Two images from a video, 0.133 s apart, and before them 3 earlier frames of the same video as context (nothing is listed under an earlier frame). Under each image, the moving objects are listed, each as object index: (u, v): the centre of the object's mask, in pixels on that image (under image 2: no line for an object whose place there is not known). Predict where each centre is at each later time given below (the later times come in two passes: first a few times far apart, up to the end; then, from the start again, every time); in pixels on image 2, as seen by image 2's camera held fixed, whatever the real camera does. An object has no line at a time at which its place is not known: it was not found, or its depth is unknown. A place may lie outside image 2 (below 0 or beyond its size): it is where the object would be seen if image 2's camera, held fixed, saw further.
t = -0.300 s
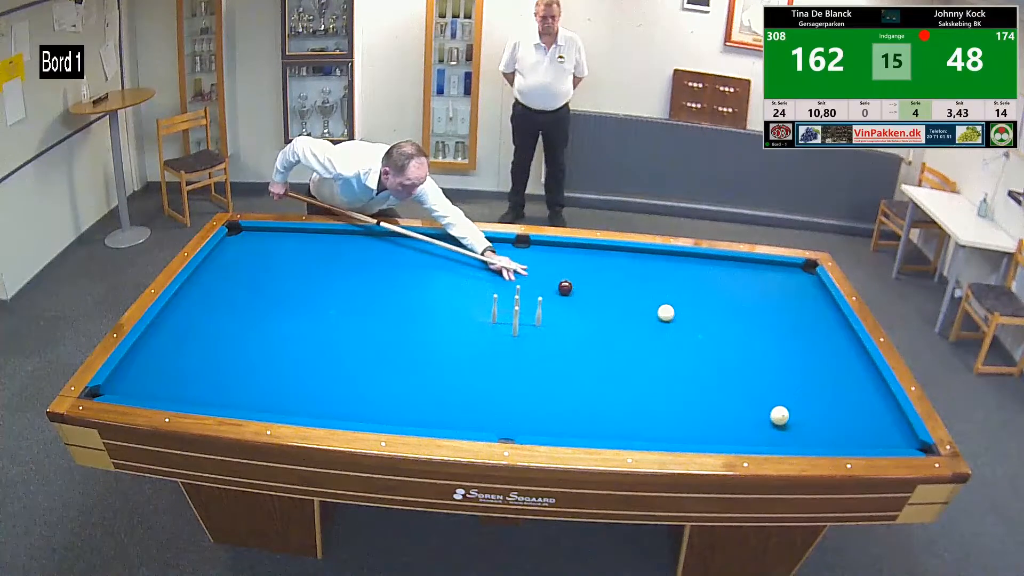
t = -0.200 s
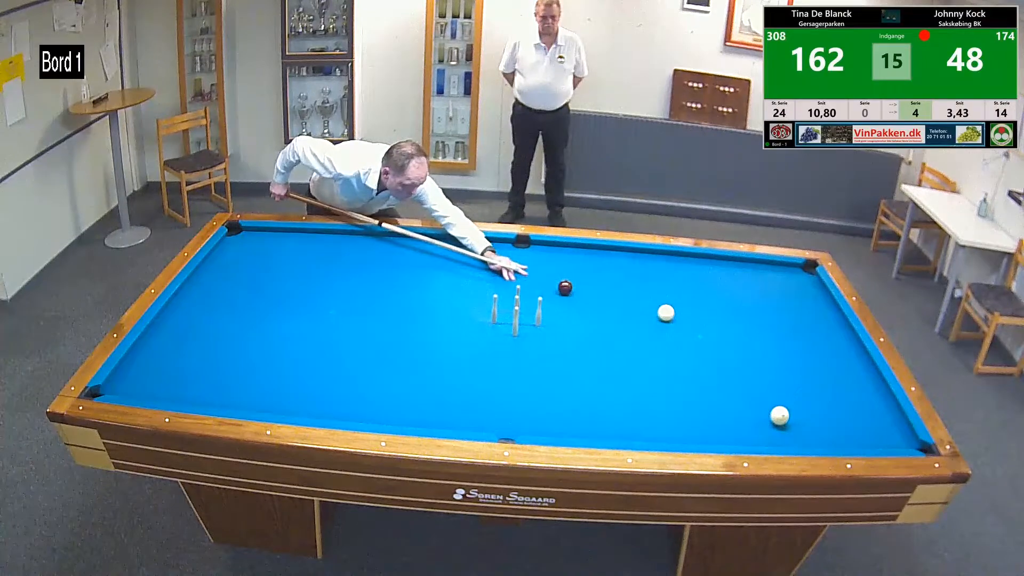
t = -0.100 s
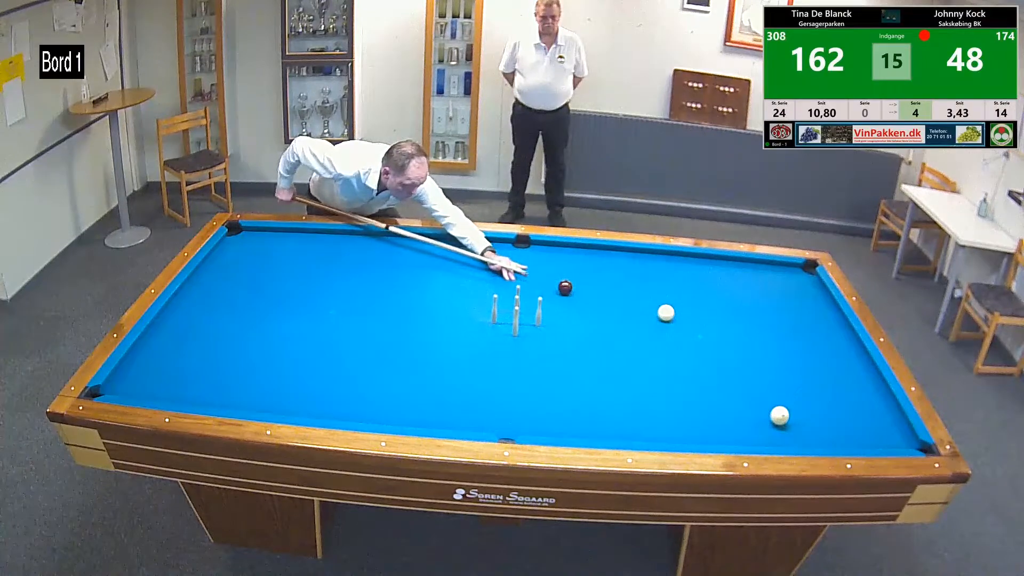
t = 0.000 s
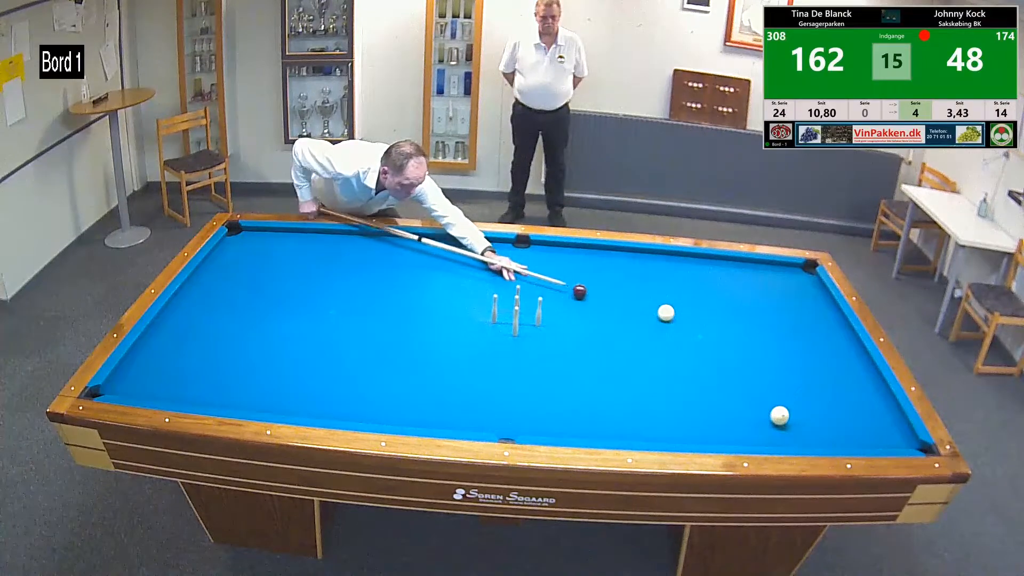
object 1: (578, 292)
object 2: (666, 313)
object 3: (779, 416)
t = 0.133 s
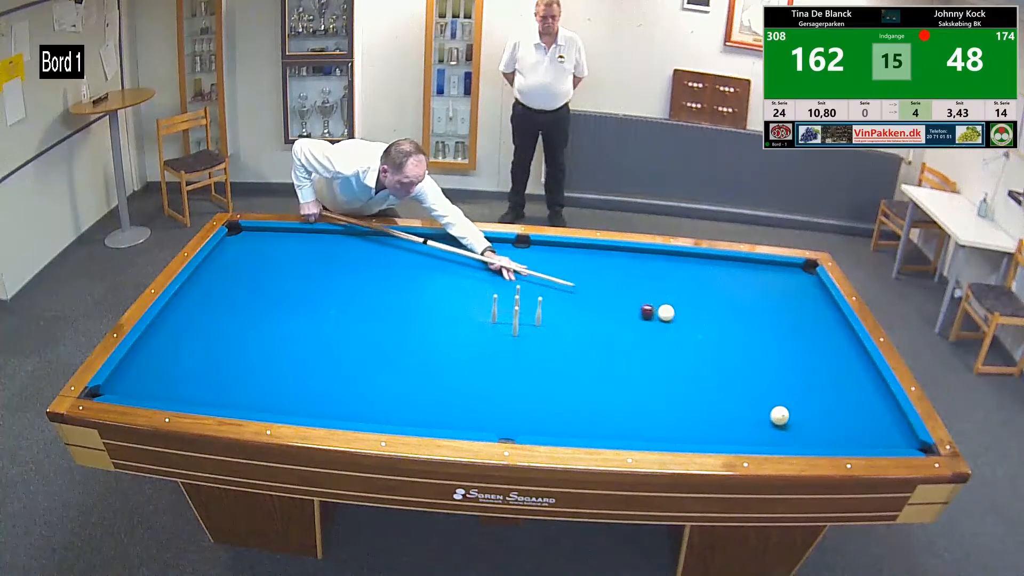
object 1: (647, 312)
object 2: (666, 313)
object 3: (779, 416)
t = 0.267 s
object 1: (658, 327)
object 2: (715, 318)
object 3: (779, 416)
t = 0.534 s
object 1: (698, 360)
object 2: (792, 325)
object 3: (780, 416)
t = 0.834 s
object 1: (749, 400)
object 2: (838, 331)
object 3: (779, 416)
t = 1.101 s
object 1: (765, 425)
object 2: (799, 330)
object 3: (809, 429)
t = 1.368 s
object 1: (770, 441)
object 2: (760, 330)
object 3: (844, 442)
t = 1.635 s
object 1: (766, 435)
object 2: (720, 330)
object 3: (858, 437)
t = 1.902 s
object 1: (762, 422)
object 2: (678, 329)
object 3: (871, 430)
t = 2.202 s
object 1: (758, 410)
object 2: (631, 328)
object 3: (884, 423)
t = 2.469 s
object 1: (755, 401)
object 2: (588, 328)
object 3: (894, 417)
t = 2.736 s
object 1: (752, 392)
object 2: (546, 328)
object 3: (893, 411)
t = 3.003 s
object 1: (749, 384)
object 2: (505, 327)
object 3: (883, 406)
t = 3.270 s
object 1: (746, 377)
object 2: (468, 326)
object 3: (874, 401)
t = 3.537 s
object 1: (744, 371)
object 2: (431, 325)
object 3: (865, 397)
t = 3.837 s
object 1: (742, 365)
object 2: (392, 325)
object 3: (857, 392)
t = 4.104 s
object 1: (740, 360)
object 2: (358, 324)
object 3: (850, 389)
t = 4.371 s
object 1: (739, 356)
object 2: (327, 323)
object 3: (844, 385)
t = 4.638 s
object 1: (737, 352)
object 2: (296, 322)
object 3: (839, 383)
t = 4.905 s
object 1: (736, 349)
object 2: (268, 322)
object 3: (834, 381)
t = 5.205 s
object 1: (734, 346)
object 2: (237, 321)
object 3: (830, 379)
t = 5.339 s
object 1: (734, 345)
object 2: (225, 321)
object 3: (828, 378)
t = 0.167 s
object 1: (652, 316)
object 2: (677, 314)
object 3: (779, 416)
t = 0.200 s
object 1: (653, 319)
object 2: (690, 315)
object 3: (779, 416)
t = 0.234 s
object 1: (655, 323)
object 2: (703, 317)
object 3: (780, 416)
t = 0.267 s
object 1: (658, 327)
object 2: (715, 318)
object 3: (779, 416)
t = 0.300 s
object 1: (662, 330)
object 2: (727, 319)
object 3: (779, 416)
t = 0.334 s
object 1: (666, 334)
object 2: (737, 320)
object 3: (779, 416)
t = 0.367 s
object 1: (671, 338)
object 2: (747, 321)
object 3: (779, 416)
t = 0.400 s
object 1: (677, 343)
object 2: (756, 322)
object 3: (779, 416)
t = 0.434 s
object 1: (682, 347)
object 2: (766, 323)
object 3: (779, 416)
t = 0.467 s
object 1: (687, 351)
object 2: (775, 324)
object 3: (779, 416)
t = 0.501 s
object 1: (693, 355)
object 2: (783, 324)
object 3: (780, 416)
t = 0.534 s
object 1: (698, 360)
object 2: (792, 325)
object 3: (780, 416)
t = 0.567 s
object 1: (704, 364)
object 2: (801, 326)
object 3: (779, 416)
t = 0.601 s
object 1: (709, 369)
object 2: (809, 327)
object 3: (779, 416)
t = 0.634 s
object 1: (715, 373)
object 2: (818, 328)
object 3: (780, 416)
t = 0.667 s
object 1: (720, 377)
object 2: (826, 329)
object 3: (780, 416)
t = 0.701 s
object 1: (726, 382)
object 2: (834, 329)
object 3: (779, 416)
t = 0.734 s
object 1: (732, 386)
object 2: (843, 330)
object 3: (779, 416)
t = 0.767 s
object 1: (737, 391)
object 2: (850, 331)
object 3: (779, 416)
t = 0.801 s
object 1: (744, 396)
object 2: (844, 331)
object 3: (779, 416)
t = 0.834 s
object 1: (749, 400)
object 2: (838, 331)
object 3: (779, 416)
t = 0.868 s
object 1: (755, 405)
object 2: (832, 331)
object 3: (780, 416)
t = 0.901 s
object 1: (761, 410)
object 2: (828, 331)
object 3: (780, 416)
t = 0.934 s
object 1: (763, 413)
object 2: (823, 331)
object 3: (784, 418)
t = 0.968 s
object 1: (762, 415)
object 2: (818, 331)
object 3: (790, 421)
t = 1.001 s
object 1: (763, 417)
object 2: (813, 330)
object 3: (795, 423)
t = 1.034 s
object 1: (763, 420)
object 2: (809, 330)
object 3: (800, 425)
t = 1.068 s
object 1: (764, 422)
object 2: (804, 330)
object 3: (805, 427)
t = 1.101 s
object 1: (765, 425)
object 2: (799, 330)
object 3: (809, 429)
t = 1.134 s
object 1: (765, 428)
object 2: (794, 330)
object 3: (813, 431)
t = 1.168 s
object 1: (766, 430)
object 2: (790, 330)
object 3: (818, 433)
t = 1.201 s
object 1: (766, 433)
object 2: (785, 330)
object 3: (822, 435)
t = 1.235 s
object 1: (767, 435)
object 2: (780, 330)
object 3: (827, 437)
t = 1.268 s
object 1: (767, 437)
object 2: (775, 330)
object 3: (831, 438)
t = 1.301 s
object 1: (768, 438)
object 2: (770, 330)
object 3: (835, 439)
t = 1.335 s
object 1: (769, 440)
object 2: (765, 330)
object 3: (840, 441)
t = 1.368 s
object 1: (770, 441)
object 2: (760, 330)
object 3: (844, 442)
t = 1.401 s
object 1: (769, 440)
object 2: (755, 330)
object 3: (846, 442)
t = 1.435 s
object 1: (769, 440)
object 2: (750, 330)
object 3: (848, 441)
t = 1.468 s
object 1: (768, 439)
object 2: (745, 330)
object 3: (850, 440)
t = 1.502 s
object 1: (768, 438)
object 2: (740, 330)
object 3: (851, 440)
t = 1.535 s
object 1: (767, 437)
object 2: (735, 330)
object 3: (853, 439)
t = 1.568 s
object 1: (767, 436)
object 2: (730, 330)
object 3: (855, 438)
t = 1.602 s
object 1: (766, 435)
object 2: (725, 330)
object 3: (856, 438)
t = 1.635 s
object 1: (766, 435)
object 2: (720, 330)
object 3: (858, 437)
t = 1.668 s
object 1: (766, 433)
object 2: (715, 329)
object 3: (860, 437)
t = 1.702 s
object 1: (765, 431)
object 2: (710, 329)
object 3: (861, 436)
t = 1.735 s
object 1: (764, 429)
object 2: (704, 329)
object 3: (863, 435)
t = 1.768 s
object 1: (764, 428)
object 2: (699, 329)
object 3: (865, 434)
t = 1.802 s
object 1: (763, 426)
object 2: (694, 329)
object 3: (866, 433)
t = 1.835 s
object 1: (763, 425)
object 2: (689, 329)
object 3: (868, 432)
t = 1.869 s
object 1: (762, 423)
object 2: (684, 329)
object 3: (869, 431)
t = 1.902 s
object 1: (762, 422)
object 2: (678, 329)
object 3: (871, 430)
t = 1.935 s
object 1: (761, 421)
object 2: (673, 329)
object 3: (872, 429)
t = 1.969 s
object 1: (761, 419)
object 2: (668, 329)
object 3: (874, 429)
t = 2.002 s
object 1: (761, 418)
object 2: (663, 329)
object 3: (875, 428)
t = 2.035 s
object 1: (760, 416)
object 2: (657, 329)
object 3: (877, 427)
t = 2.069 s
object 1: (760, 415)
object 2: (652, 329)
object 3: (878, 426)
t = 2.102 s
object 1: (759, 414)
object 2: (647, 329)
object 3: (879, 425)
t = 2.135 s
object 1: (759, 413)
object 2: (642, 328)
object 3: (881, 424)
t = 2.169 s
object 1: (759, 411)
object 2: (636, 328)
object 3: (882, 424)
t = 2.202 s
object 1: (758, 410)
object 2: (631, 328)
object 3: (884, 423)
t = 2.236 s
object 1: (758, 408)
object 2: (626, 328)
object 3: (885, 422)
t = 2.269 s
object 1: (757, 408)
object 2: (620, 328)
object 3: (886, 421)
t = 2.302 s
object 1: (757, 406)
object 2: (615, 328)
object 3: (887, 421)
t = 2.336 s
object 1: (756, 405)
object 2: (610, 328)
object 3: (889, 420)
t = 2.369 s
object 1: (756, 404)
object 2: (604, 328)
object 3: (890, 419)
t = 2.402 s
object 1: (756, 403)
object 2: (599, 328)
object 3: (891, 418)
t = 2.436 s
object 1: (755, 402)
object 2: (594, 328)
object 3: (892, 418)
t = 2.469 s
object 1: (755, 401)
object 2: (588, 328)
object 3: (894, 417)
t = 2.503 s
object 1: (754, 400)
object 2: (583, 328)
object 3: (895, 416)
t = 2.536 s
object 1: (754, 398)
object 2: (578, 328)
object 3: (896, 415)
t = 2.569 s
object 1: (754, 397)
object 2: (572, 328)
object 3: (897, 415)
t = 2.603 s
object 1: (753, 396)
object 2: (567, 328)
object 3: (898, 414)
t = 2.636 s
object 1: (753, 395)
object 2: (562, 328)
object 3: (897, 413)
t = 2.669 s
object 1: (752, 394)
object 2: (556, 328)
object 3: (896, 412)
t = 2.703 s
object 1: (752, 393)
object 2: (551, 328)
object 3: (895, 412)
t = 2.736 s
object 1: (752, 392)
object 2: (546, 328)
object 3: (893, 411)
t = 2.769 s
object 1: (751, 391)
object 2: (540, 327)
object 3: (892, 410)
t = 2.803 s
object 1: (751, 390)
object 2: (535, 327)
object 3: (891, 410)
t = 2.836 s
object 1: (750, 389)
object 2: (530, 327)
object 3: (890, 409)
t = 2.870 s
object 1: (750, 388)
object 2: (525, 327)
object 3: (888, 408)
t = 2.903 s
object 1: (750, 387)
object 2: (520, 327)
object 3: (887, 408)
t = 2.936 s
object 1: (749, 386)
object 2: (515, 327)
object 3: (886, 407)
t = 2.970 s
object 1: (749, 385)
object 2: (511, 327)
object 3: (885, 406)
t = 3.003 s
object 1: (749, 384)
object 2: (505, 327)
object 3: (883, 406)
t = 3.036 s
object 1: (748, 383)
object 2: (501, 326)
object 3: (882, 405)
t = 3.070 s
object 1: (748, 383)
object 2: (496, 326)
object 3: (881, 405)
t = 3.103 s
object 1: (748, 382)
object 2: (491, 326)
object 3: (880, 404)
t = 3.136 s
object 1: (747, 381)
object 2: (487, 326)
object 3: (879, 403)
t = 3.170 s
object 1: (747, 380)
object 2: (482, 326)
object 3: (877, 403)
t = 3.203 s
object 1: (747, 379)
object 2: (477, 326)
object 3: (876, 402)
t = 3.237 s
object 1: (747, 378)
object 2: (472, 326)
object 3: (875, 402)
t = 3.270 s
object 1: (746, 377)
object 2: (468, 326)
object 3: (874, 401)
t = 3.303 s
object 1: (746, 377)
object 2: (463, 326)
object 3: (873, 401)
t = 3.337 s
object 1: (746, 376)
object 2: (458, 326)
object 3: (872, 400)
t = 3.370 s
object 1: (746, 375)
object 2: (454, 326)
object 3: (871, 399)
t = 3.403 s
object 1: (745, 374)
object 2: (449, 326)
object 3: (870, 399)
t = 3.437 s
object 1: (745, 373)
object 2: (445, 326)
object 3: (868, 398)
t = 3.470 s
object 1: (745, 373)
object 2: (440, 326)
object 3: (868, 398)
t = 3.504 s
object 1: (744, 372)
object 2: (436, 325)
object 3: (866, 397)
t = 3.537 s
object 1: (744, 371)
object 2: (431, 325)
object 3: (865, 397)
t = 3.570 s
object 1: (744, 371)
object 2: (427, 325)
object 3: (864, 396)
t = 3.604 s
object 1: (744, 370)
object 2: (422, 325)
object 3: (864, 396)
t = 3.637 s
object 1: (744, 369)
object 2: (418, 325)
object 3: (863, 395)
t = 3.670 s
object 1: (743, 368)
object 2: (414, 325)
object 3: (862, 395)
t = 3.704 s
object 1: (743, 368)
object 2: (409, 325)
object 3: (861, 394)
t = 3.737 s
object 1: (743, 367)
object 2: (405, 325)
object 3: (860, 394)
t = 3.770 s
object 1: (743, 366)
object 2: (400, 325)
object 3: (859, 393)
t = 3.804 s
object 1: (742, 366)
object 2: (396, 325)
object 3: (858, 393)
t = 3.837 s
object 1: (742, 365)
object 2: (392, 325)
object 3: (857, 392)
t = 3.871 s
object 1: (742, 364)
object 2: (388, 325)
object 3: (856, 392)
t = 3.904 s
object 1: (742, 364)
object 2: (383, 325)
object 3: (855, 391)
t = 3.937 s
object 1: (741, 363)
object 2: (379, 324)
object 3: (854, 391)
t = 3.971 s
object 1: (741, 362)
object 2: (375, 324)
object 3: (853, 390)
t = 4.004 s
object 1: (741, 362)
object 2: (371, 324)
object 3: (853, 390)
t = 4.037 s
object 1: (741, 361)
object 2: (367, 324)
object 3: (852, 389)
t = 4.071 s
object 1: (741, 361)
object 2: (363, 324)
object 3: (851, 389)
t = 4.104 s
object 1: (740, 360)
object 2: (358, 324)
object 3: (850, 389)
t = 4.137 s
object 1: (740, 360)
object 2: (355, 324)
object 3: (849, 388)
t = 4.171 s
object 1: (740, 359)
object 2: (350, 324)
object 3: (849, 388)
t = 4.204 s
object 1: (740, 359)
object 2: (346, 324)
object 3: (848, 387)
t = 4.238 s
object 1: (740, 358)
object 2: (342, 324)
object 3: (847, 387)
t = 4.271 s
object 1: (739, 357)
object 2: (338, 323)
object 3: (846, 387)
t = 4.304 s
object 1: (739, 357)
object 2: (334, 324)
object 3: (846, 386)
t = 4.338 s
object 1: (739, 356)
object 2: (330, 323)
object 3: (845, 386)
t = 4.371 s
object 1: (739, 356)
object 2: (327, 323)
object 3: (844, 385)
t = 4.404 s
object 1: (738, 355)
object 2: (323, 323)
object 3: (843, 385)
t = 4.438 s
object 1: (738, 355)
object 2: (319, 323)
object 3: (843, 385)
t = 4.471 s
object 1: (738, 354)
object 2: (315, 323)
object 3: (842, 385)
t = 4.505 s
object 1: (738, 354)
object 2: (311, 323)
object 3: (841, 384)
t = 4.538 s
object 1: (738, 354)
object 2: (308, 323)
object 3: (841, 384)
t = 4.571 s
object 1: (738, 353)
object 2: (304, 323)
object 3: (840, 383)
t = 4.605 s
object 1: (737, 353)
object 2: (300, 323)
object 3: (839, 383)
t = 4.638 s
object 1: (737, 352)
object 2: (296, 322)
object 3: (839, 383)
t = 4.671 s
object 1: (737, 352)
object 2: (292, 323)
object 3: (838, 383)
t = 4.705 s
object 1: (737, 351)
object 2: (289, 322)
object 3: (838, 382)
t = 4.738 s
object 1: (737, 351)
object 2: (285, 322)
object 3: (837, 382)
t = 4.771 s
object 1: (736, 351)
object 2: (282, 322)
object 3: (837, 382)
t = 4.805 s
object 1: (736, 350)
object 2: (278, 322)
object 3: (836, 381)
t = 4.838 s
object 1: (736, 350)
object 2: (275, 322)
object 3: (835, 381)
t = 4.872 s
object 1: (736, 349)
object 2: (271, 322)
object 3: (835, 381)
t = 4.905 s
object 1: (736, 349)
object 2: (268, 322)
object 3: (834, 381)
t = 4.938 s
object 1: (736, 349)
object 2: (264, 322)
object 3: (834, 380)
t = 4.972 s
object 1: (736, 348)
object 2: (261, 322)
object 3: (833, 380)
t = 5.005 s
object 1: (735, 348)
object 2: (257, 322)
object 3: (833, 380)
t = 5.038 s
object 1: (735, 348)
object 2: (254, 322)
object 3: (832, 380)
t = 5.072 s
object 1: (735, 347)
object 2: (250, 322)
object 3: (832, 380)
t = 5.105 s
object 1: (735, 347)
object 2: (247, 321)
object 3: (831, 379)
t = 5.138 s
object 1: (735, 347)
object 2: (244, 321)
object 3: (831, 379)
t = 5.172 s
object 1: (735, 346)
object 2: (240, 321)
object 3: (830, 379)
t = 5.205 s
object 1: (734, 346)
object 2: (237, 321)
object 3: (830, 379)
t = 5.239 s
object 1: (734, 346)
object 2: (234, 321)
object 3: (830, 379)
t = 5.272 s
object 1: (734, 346)
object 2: (231, 321)
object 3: (829, 379)
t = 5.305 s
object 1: (734, 345)
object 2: (228, 321)
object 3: (829, 378)
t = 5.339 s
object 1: (734, 345)
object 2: (225, 321)
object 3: (828, 378)
